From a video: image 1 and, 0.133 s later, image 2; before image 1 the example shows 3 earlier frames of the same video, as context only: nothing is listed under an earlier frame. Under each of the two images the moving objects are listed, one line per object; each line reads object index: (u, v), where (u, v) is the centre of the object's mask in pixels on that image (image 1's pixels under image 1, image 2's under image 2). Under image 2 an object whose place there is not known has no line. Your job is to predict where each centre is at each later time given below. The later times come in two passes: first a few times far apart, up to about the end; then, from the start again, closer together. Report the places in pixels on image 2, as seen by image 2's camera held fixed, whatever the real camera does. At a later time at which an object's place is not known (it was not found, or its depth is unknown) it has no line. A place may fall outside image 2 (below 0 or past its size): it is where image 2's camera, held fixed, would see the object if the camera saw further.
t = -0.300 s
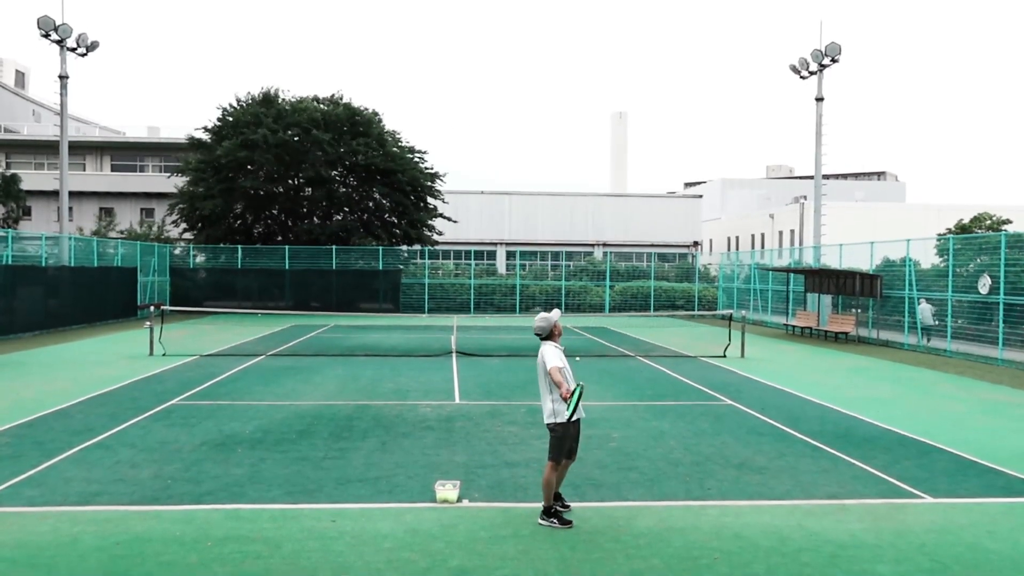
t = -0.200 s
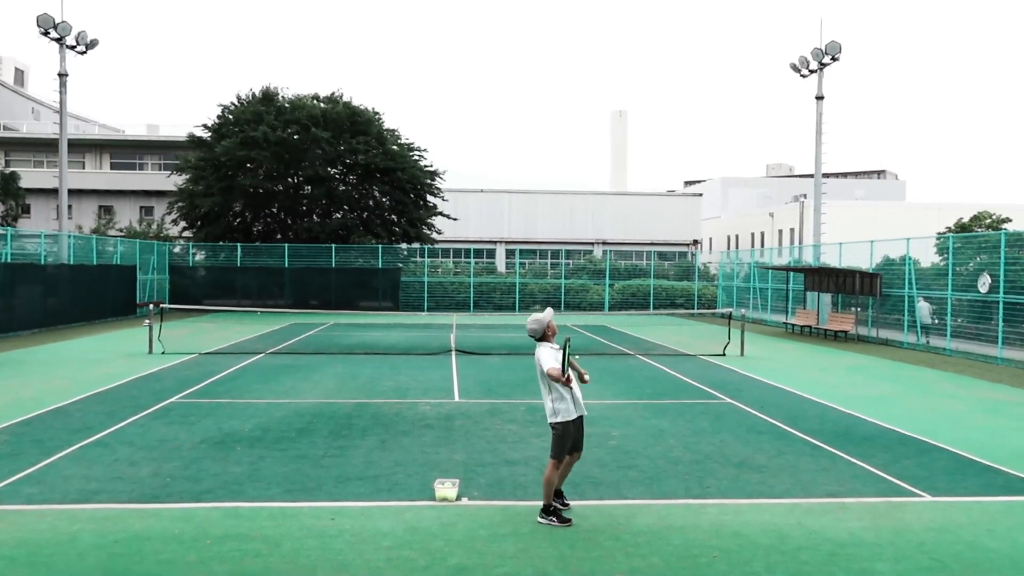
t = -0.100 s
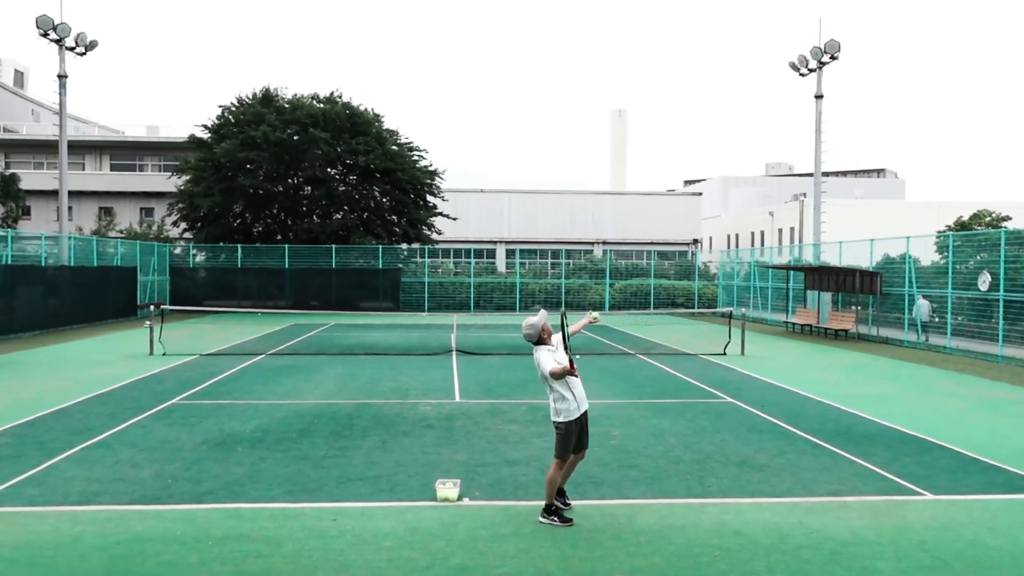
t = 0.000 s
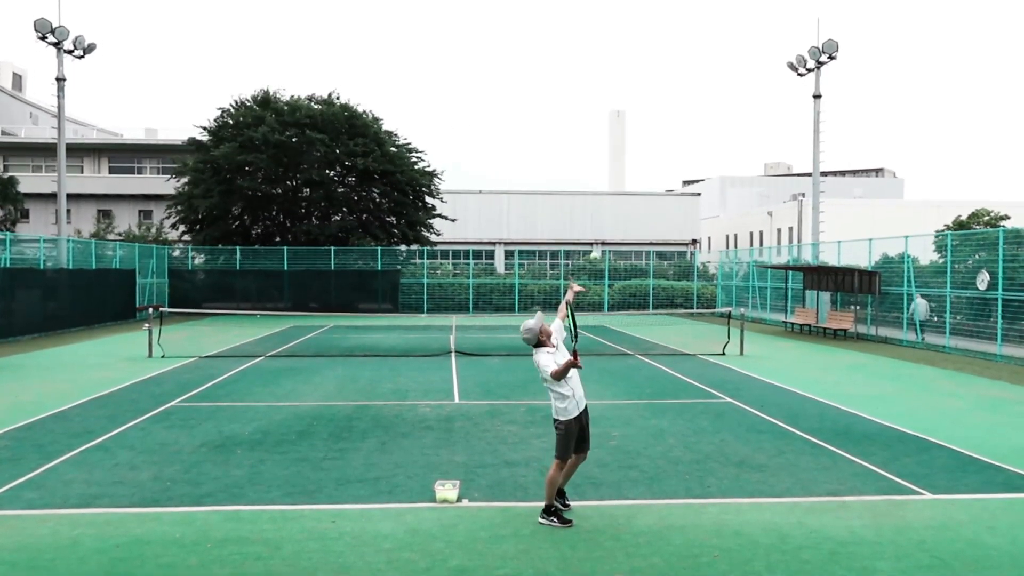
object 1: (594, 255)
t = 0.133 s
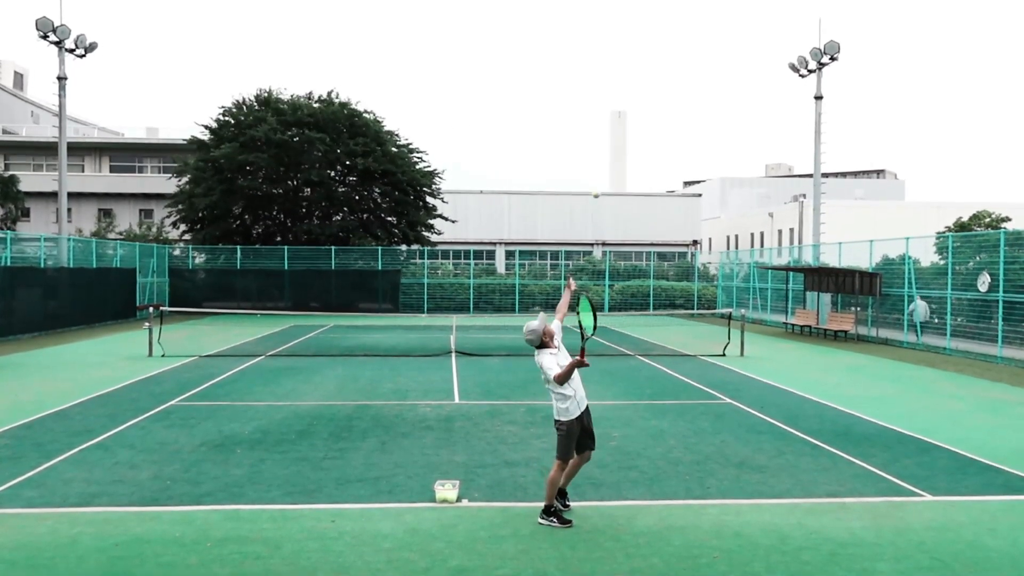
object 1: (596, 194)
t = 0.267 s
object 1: (597, 153)
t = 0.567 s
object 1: (597, 133)
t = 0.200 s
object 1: (596, 171)
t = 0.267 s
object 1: (597, 153)
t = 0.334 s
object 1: (597, 139)
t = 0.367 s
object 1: (597, 135)
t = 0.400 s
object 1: (597, 131)
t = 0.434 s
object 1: (597, 129)
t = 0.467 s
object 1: (598, 128)
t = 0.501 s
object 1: (597, 128)
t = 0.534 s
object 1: (597, 130)
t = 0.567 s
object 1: (597, 133)
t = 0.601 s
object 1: (597, 137)
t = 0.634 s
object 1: (598, 142)
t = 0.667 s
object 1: (598, 149)
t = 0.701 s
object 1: (598, 158)
